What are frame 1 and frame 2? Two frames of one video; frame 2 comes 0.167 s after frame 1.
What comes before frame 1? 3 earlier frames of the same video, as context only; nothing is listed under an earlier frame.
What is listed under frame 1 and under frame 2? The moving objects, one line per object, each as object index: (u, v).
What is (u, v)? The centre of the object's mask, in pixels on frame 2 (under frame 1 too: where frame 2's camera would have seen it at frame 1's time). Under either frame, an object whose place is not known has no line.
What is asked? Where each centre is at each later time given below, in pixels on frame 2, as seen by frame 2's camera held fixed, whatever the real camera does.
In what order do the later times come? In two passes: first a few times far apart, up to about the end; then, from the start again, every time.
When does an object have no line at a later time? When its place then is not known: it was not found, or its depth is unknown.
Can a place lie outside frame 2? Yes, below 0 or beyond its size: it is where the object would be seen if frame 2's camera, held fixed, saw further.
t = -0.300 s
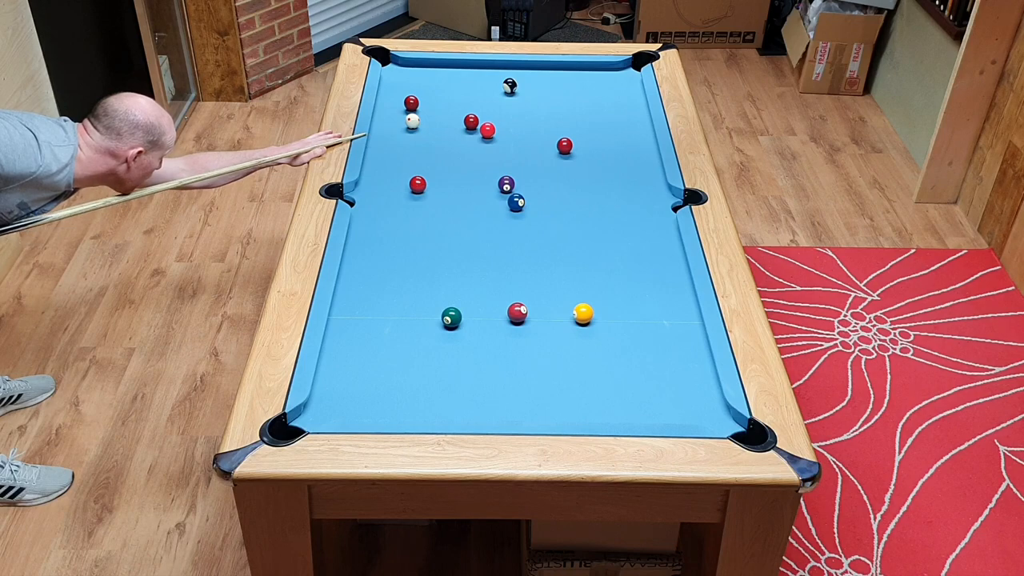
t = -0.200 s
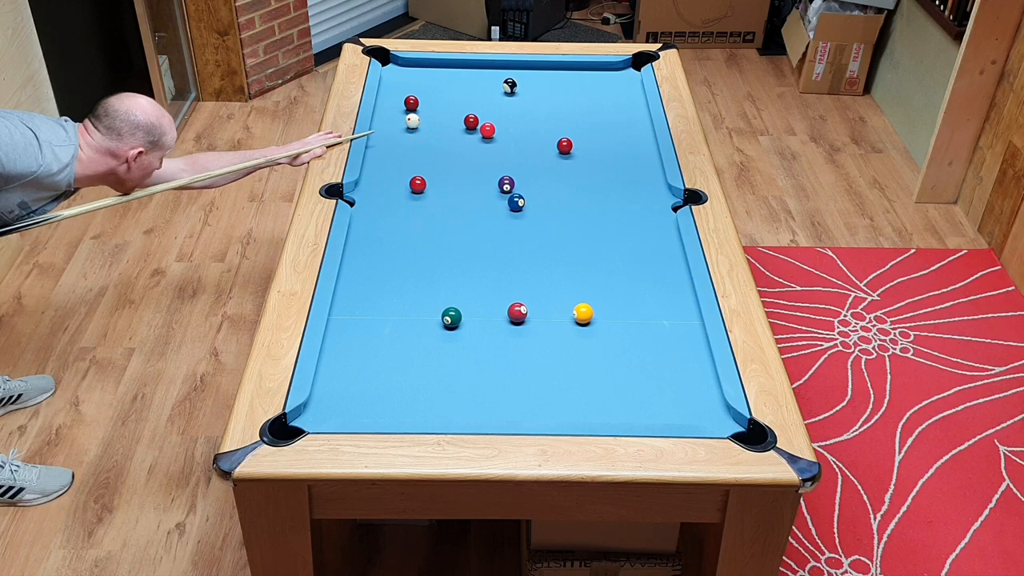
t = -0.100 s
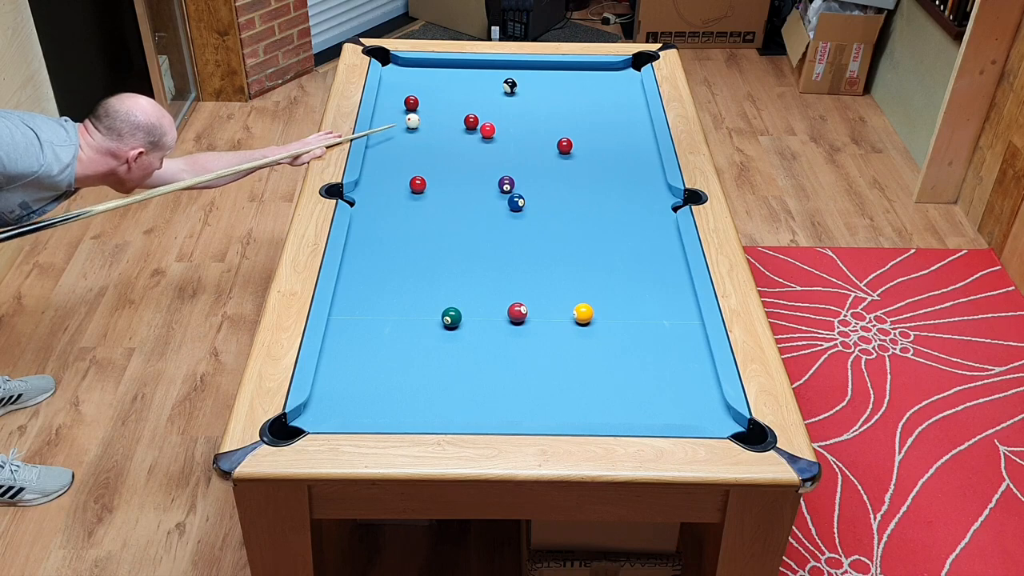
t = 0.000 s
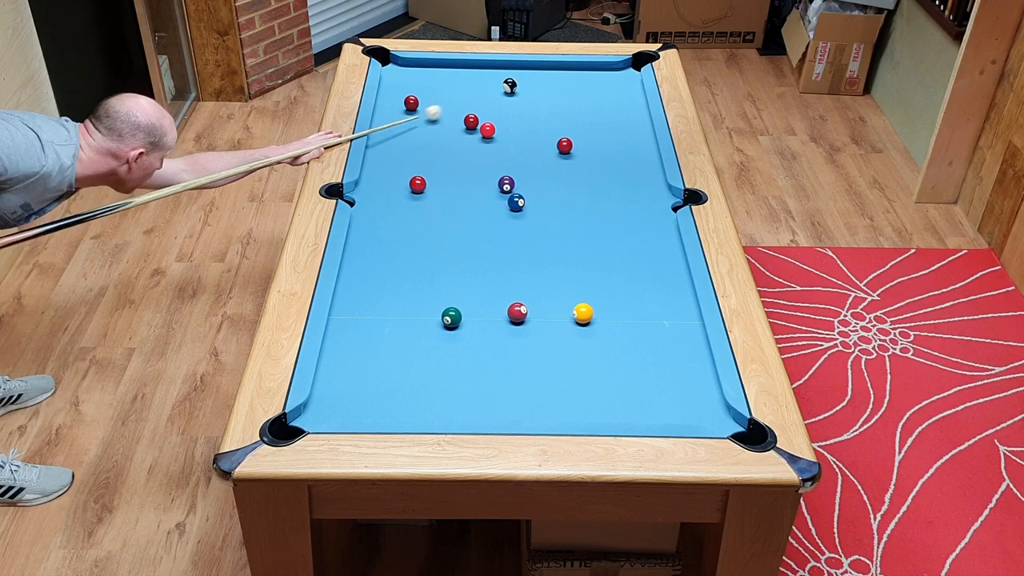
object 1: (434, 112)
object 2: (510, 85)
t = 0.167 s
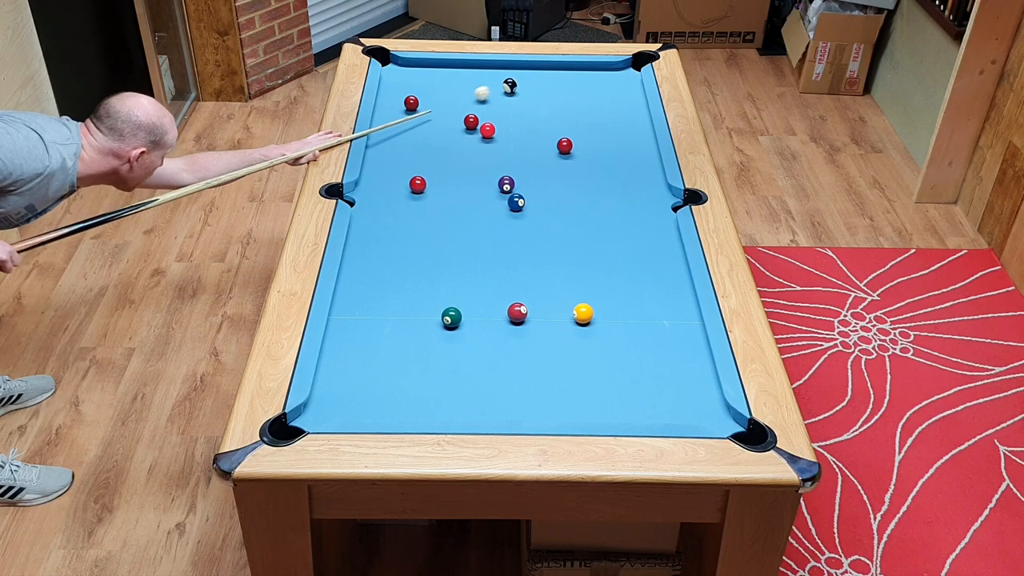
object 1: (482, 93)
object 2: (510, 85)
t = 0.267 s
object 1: (494, 85)
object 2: (521, 84)
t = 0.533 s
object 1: (494, 69)
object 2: (569, 77)
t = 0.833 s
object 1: (487, 74)
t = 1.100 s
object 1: (479, 84)
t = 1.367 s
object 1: (472, 93)
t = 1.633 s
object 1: (464, 102)
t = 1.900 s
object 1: (457, 109)
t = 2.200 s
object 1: (449, 117)
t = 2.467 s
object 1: (443, 123)
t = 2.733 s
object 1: (438, 128)
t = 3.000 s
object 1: (433, 132)
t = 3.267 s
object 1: (429, 135)
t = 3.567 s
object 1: (425, 138)
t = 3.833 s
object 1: (424, 138)
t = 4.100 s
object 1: (423, 138)
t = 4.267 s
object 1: (423, 138)
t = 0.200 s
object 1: (491, 89)
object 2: (510, 85)
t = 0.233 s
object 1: (495, 87)
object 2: (512, 85)
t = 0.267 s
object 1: (494, 85)
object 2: (521, 84)
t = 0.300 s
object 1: (493, 83)
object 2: (527, 82)
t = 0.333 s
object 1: (493, 81)
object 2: (534, 81)
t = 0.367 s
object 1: (493, 79)
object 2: (540, 80)
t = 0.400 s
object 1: (493, 77)
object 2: (546, 80)
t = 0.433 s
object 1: (494, 75)
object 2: (551, 79)
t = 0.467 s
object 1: (494, 72)
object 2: (557, 78)
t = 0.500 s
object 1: (494, 71)
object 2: (563, 77)
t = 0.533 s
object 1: (494, 69)
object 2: (569, 77)
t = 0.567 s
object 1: (494, 67)
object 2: (574, 75)
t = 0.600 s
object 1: (494, 65)
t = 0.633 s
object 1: (493, 66)
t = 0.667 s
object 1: (492, 67)
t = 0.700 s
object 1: (491, 68)
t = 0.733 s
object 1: (490, 70)
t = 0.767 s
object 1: (489, 71)
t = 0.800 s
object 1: (488, 72)
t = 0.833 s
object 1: (487, 74)
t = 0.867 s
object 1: (486, 75)
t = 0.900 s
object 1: (486, 76)
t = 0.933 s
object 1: (485, 78)
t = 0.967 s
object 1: (484, 79)
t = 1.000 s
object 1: (482, 80)
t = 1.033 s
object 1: (481, 81)
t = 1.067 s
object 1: (481, 82)
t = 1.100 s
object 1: (479, 84)
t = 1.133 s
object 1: (479, 85)
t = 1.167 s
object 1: (478, 86)
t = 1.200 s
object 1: (477, 87)
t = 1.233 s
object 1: (476, 88)
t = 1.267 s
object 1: (475, 90)
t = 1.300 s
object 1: (474, 91)
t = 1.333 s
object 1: (473, 92)
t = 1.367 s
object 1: (472, 93)
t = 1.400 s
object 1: (471, 94)
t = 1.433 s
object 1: (470, 95)
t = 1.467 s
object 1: (469, 96)
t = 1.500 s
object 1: (468, 97)
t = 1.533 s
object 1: (467, 98)
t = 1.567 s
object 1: (466, 99)
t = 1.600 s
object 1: (465, 100)
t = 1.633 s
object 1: (464, 102)
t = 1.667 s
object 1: (463, 102)
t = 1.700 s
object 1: (462, 103)
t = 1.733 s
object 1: (461, 104)
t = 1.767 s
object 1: (460, 105)
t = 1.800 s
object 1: (459, 106)
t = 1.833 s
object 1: (458, 107)
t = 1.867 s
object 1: (458, 108)
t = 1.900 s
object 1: (457, 109)
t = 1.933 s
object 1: (456, 110)
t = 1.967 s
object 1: (455, 111)
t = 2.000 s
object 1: (454, 112)
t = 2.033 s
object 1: (453, 113)
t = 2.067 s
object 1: (452, 114)
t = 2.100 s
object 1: (452, 115)
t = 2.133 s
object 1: (451, 116)
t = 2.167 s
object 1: (450, 116)
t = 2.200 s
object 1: (449, 117)
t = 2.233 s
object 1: (448, 118)
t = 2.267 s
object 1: (448, 119)
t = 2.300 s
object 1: (447, 119)
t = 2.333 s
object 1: (446, 121)
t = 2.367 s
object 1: (445, 121)
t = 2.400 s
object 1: (445, 122)
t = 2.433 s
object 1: (444, 123)
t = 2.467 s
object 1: (443, 123)
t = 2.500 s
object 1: (442, 124)
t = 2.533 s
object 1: (442, 125)
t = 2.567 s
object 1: (441, 125)
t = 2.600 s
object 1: (440, 126)
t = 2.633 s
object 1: (440, 127)
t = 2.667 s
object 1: (439, 127)
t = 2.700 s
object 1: (439, 128)
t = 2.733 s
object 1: (438, 128)
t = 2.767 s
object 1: (437, 129)
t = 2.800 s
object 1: (437, 130)
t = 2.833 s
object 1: (436, 130)
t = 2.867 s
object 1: (435, 131)
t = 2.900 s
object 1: (435, 131)
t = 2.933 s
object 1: (434, 132)
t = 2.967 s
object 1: (434, 132)
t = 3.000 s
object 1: (433, 132)
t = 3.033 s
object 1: (433, 133)
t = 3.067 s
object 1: (432, 133)
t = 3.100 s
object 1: (432, 134)
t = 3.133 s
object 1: (431, 134)
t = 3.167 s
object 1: (431, 135)
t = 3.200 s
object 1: (430, 135)
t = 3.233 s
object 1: (430, 135)
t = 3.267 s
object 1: (429, 135)
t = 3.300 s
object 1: (429, 136)
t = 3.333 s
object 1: (428, 136)
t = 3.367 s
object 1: (428, 136)
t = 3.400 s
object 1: (427, 136)
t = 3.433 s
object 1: (427, 137)
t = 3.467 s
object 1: (427, 137)
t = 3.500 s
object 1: (426, 137)
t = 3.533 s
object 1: (426, 137)
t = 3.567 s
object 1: (425, 138)
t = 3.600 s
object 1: (425, 138)
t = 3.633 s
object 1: (425, 138)
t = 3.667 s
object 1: (424, 138)
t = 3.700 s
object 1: (424, 138)
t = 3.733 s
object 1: (424, 138)
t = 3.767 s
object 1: (424, 138)
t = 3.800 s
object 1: (424, 138)
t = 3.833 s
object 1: (424, 138)
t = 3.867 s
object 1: (424, 138)
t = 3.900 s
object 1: (424, 138)
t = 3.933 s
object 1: (424, 138)
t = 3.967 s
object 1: (423, 138)
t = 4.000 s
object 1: (423, 138)
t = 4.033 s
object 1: (423, 138)
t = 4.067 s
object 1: (423, 138)
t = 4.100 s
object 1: (423, 138)
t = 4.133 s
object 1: (423, 138)
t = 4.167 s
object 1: (423, 138)
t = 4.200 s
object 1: (423, 138)
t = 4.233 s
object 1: (423, 138)
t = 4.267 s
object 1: (423, 138)
